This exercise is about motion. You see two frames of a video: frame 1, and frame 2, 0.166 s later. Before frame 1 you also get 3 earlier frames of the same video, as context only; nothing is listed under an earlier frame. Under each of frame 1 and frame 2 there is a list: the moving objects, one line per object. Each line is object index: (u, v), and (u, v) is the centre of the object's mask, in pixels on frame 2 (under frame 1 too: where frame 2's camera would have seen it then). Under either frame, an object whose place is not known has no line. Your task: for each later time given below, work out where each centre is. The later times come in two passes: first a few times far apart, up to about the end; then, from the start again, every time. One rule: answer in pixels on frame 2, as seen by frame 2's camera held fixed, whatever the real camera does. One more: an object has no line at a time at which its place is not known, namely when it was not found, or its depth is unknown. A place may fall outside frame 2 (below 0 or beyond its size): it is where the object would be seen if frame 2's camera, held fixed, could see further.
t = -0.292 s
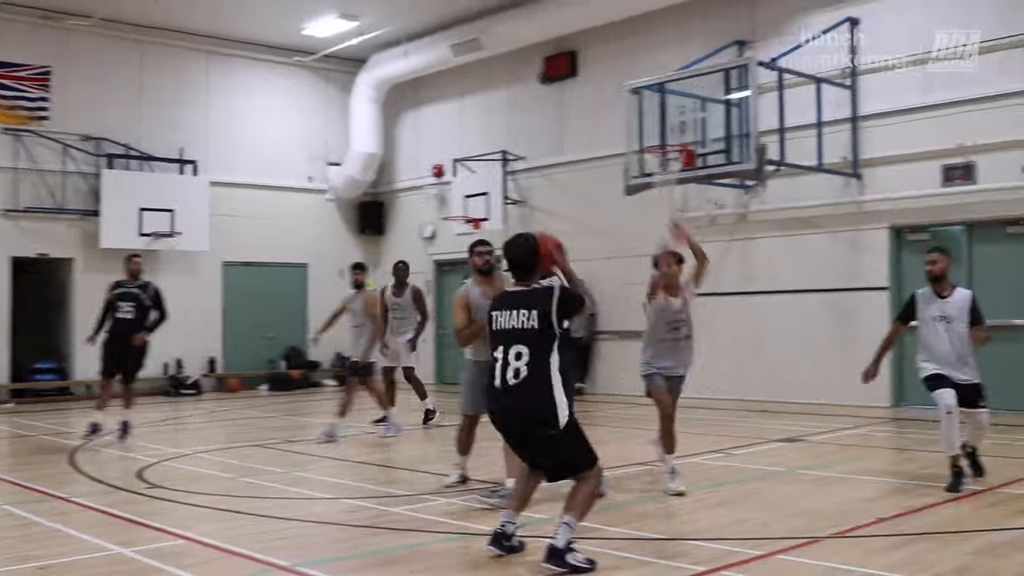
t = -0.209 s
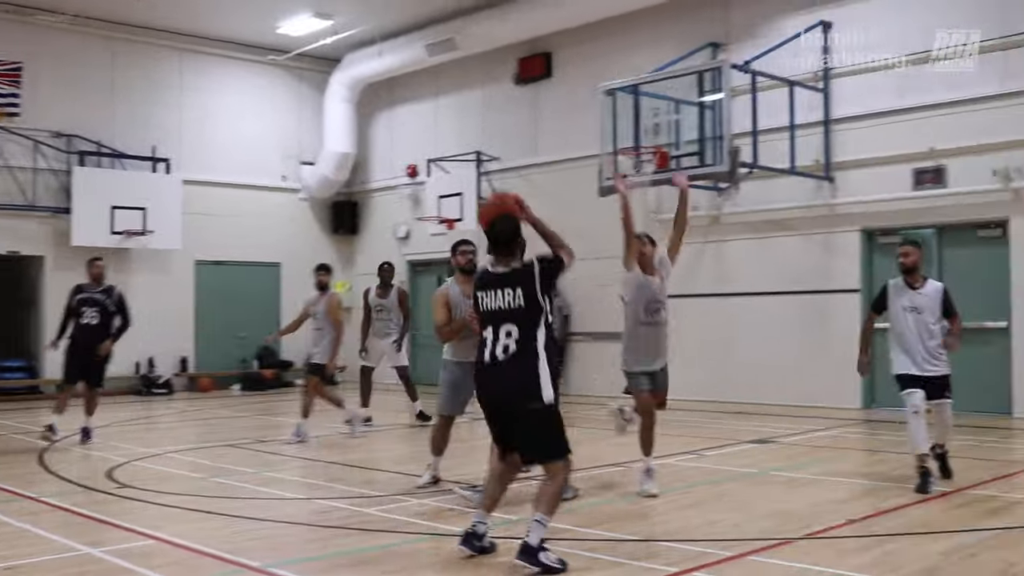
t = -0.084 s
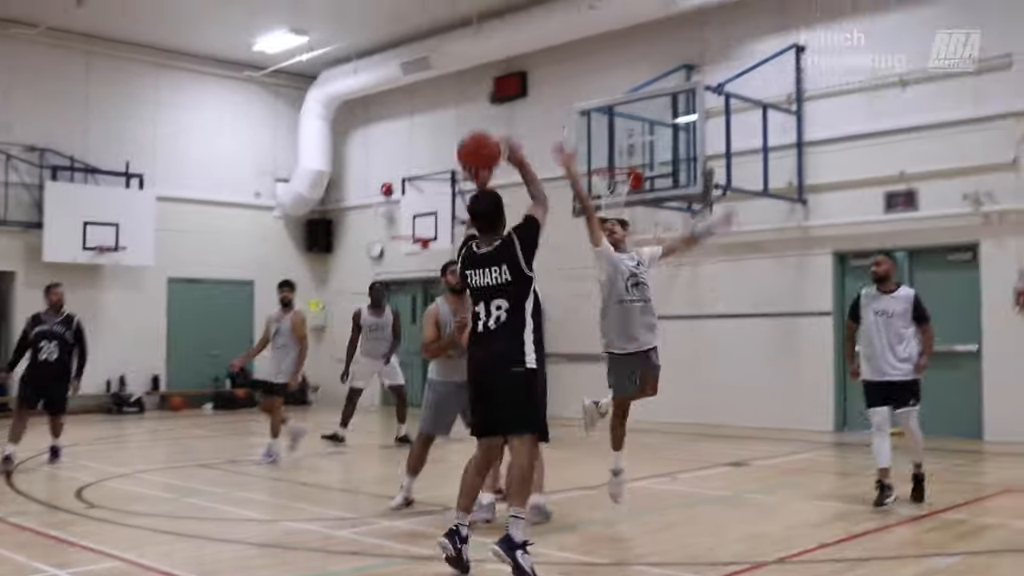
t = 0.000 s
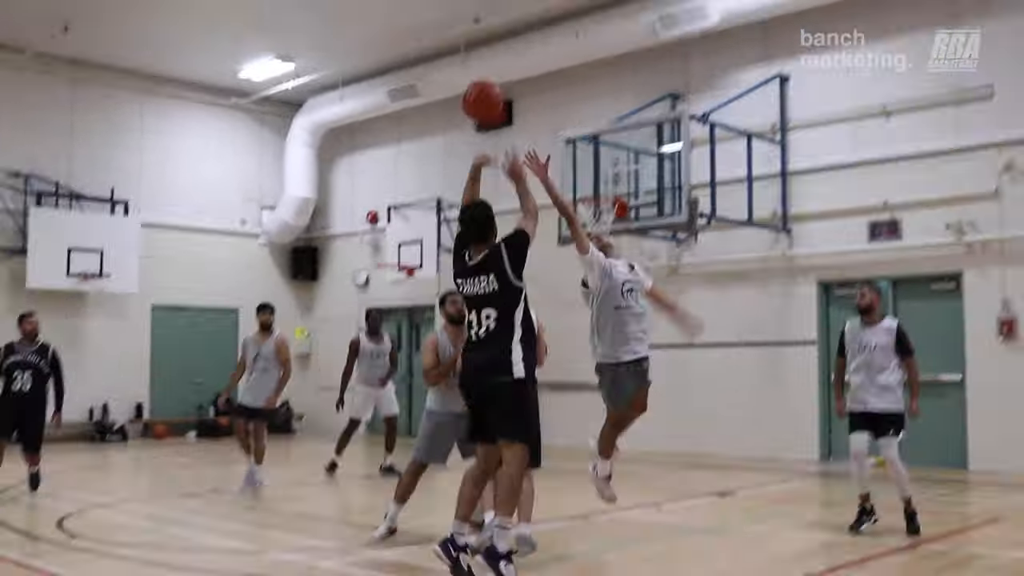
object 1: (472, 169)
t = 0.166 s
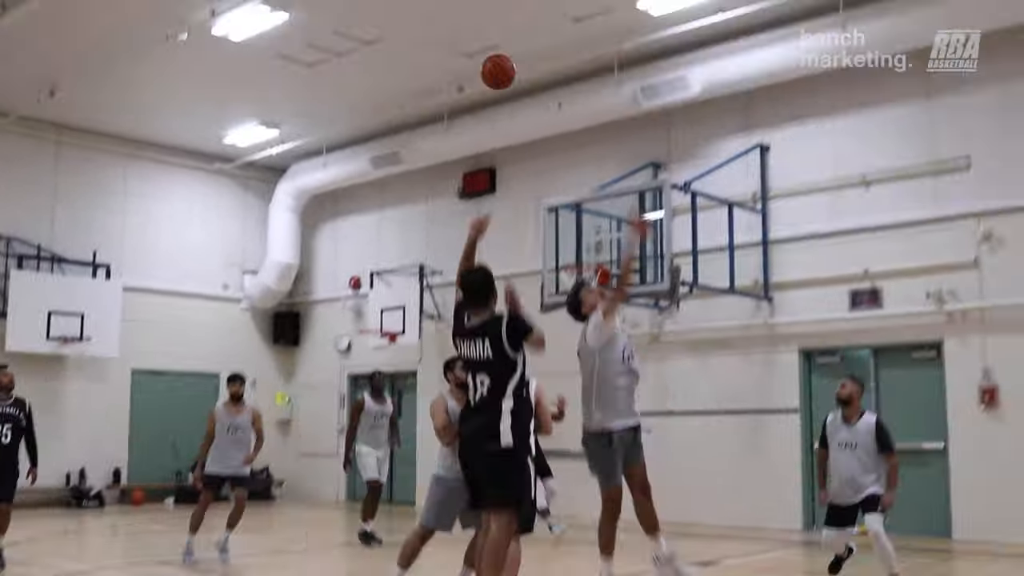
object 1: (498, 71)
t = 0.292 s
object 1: (516, 38)
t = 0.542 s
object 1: (542, 38)
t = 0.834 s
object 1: (566, 108)
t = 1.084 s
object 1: (583, 213)
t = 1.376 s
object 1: (572, 300)
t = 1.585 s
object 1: (586, 360)
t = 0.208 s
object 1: (506, 55)
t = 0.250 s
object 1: (510, 47)
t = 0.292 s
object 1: (516, 38)
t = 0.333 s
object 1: (520, 34)
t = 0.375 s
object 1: (525, 30)
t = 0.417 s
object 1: (528, 29)
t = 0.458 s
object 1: (534, 31)
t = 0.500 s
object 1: (537, 33)
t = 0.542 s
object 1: (542, 38)
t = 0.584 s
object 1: (545, 43)
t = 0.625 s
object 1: (549, 53)
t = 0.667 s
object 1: (552, 60)
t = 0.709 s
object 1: (557, 72)
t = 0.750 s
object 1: (561, 81)
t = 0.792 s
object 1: (565, 97)
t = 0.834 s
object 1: (566, 108)
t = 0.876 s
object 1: (570, 126)
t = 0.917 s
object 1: (572, 139)
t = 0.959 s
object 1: (576, 159)
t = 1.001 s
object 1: (578, 174)
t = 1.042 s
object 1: (581, 197)
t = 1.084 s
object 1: (583, 213)
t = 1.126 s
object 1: (585, 239)
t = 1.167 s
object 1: (587, 255)
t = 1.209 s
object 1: (576, 271)
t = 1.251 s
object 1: (567, 276)
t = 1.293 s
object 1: (568, 285)
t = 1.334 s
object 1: (570, 289)
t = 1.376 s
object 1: (572, 300)
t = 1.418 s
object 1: (574, 308)
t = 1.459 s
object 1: (578, 320)
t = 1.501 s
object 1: (581, 331)
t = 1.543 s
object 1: (584, 347)
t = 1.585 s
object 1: (586, 360)
